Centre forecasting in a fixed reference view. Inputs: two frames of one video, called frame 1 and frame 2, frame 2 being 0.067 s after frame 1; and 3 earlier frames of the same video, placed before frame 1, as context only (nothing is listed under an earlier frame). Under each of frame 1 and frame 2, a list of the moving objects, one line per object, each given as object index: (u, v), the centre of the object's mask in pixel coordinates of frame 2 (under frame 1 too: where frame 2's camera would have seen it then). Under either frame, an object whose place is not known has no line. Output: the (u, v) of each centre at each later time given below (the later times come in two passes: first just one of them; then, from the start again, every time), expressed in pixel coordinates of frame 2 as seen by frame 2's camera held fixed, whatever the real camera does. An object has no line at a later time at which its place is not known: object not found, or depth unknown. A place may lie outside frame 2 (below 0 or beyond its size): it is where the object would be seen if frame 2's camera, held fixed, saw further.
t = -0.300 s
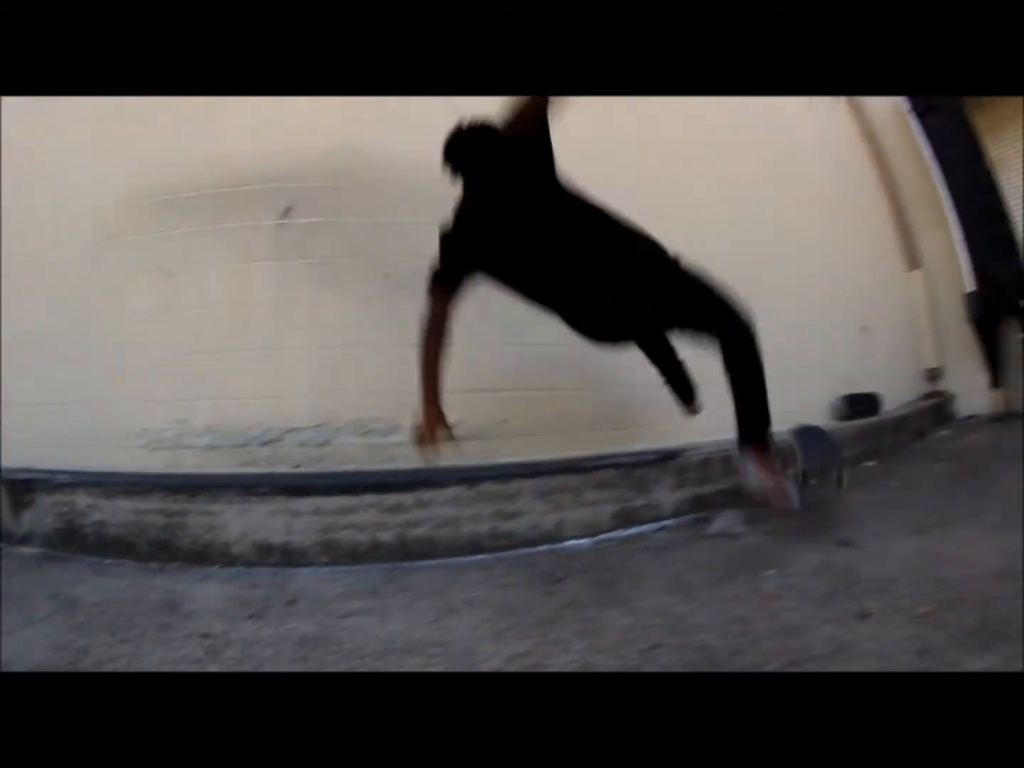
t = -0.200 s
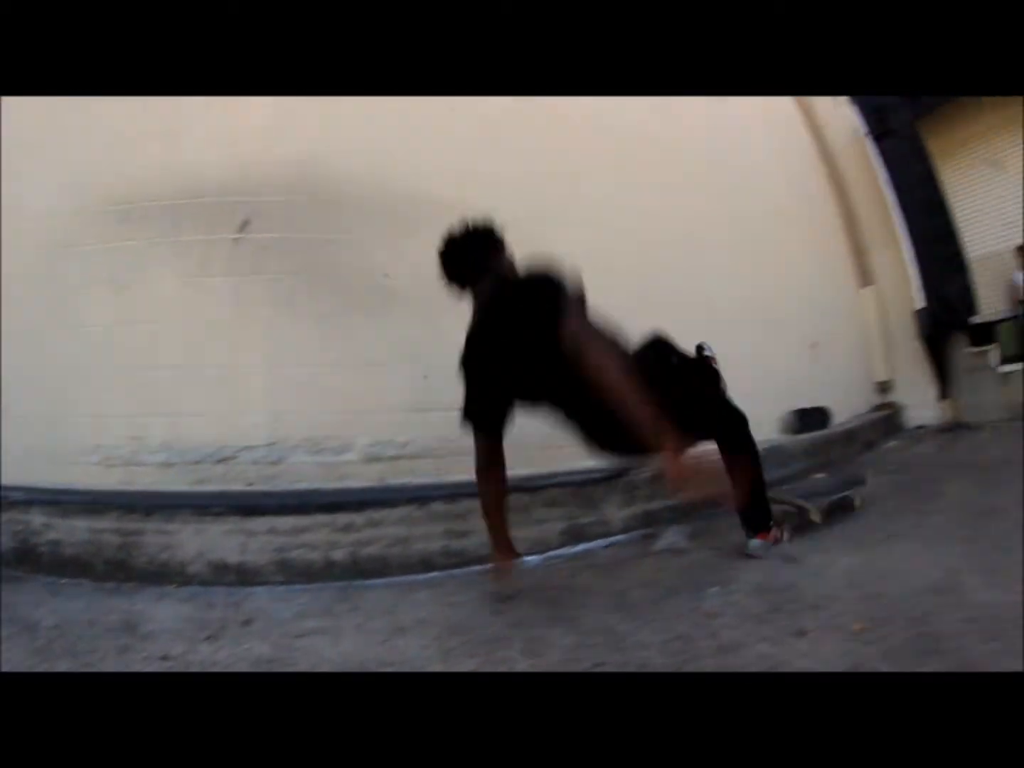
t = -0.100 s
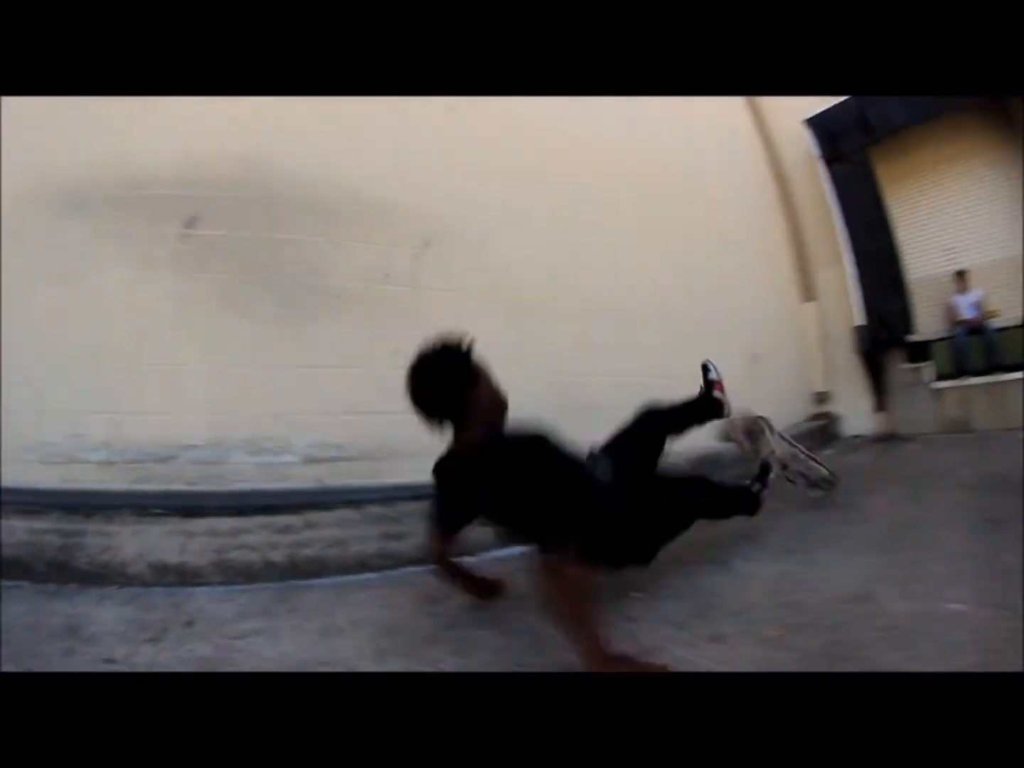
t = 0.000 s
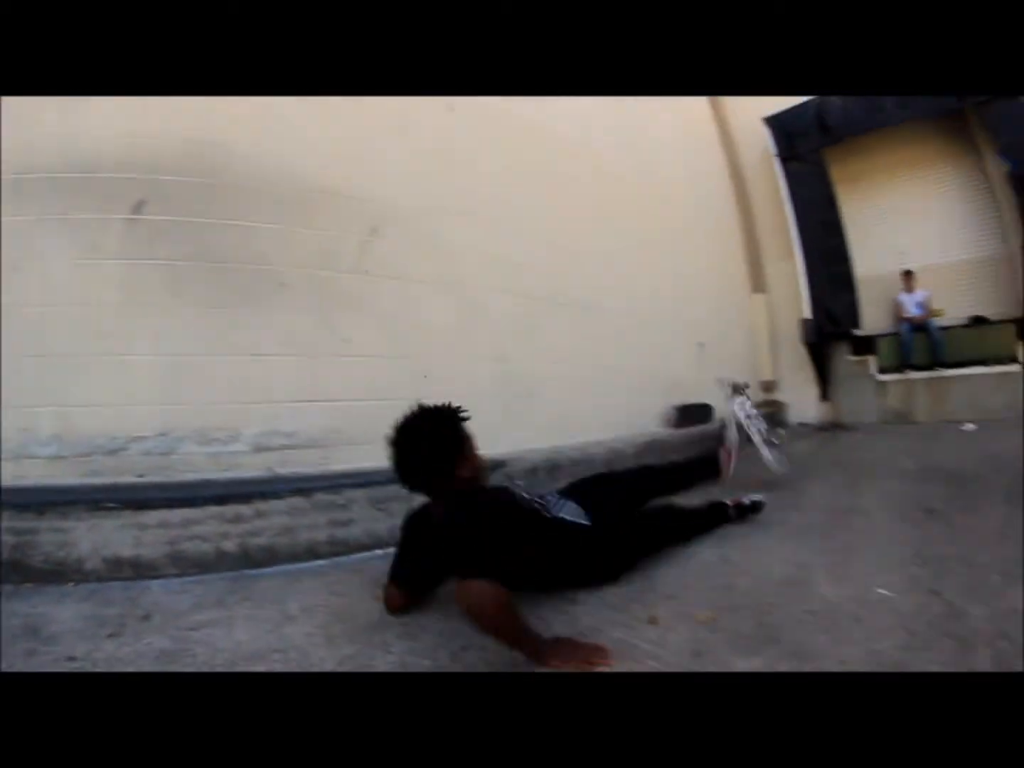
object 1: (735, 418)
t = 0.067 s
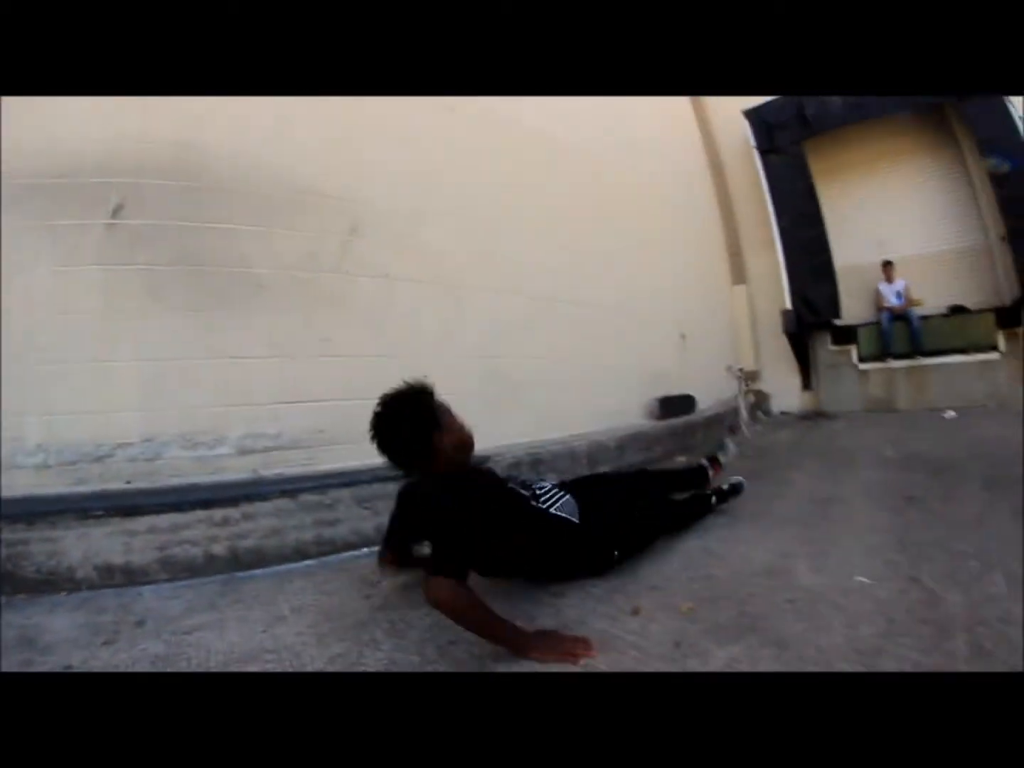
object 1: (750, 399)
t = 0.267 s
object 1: (771, 393)
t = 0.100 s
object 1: (755, 388)
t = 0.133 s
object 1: (751, 386)
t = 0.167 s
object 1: (754, 385)
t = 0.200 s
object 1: (761, 387)
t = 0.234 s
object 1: (768, 390)
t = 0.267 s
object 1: (771, 393)
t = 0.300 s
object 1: (784, 413)
